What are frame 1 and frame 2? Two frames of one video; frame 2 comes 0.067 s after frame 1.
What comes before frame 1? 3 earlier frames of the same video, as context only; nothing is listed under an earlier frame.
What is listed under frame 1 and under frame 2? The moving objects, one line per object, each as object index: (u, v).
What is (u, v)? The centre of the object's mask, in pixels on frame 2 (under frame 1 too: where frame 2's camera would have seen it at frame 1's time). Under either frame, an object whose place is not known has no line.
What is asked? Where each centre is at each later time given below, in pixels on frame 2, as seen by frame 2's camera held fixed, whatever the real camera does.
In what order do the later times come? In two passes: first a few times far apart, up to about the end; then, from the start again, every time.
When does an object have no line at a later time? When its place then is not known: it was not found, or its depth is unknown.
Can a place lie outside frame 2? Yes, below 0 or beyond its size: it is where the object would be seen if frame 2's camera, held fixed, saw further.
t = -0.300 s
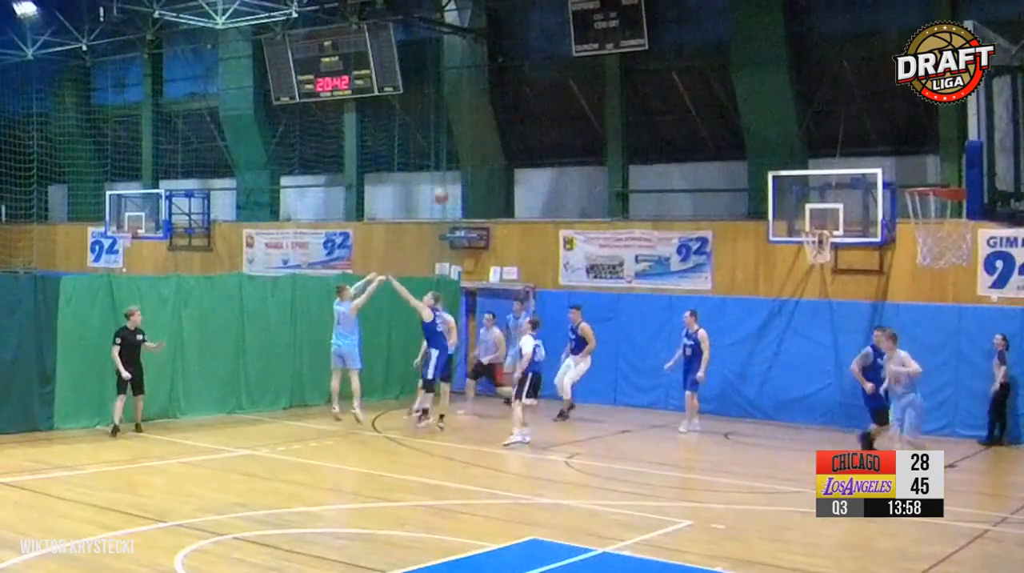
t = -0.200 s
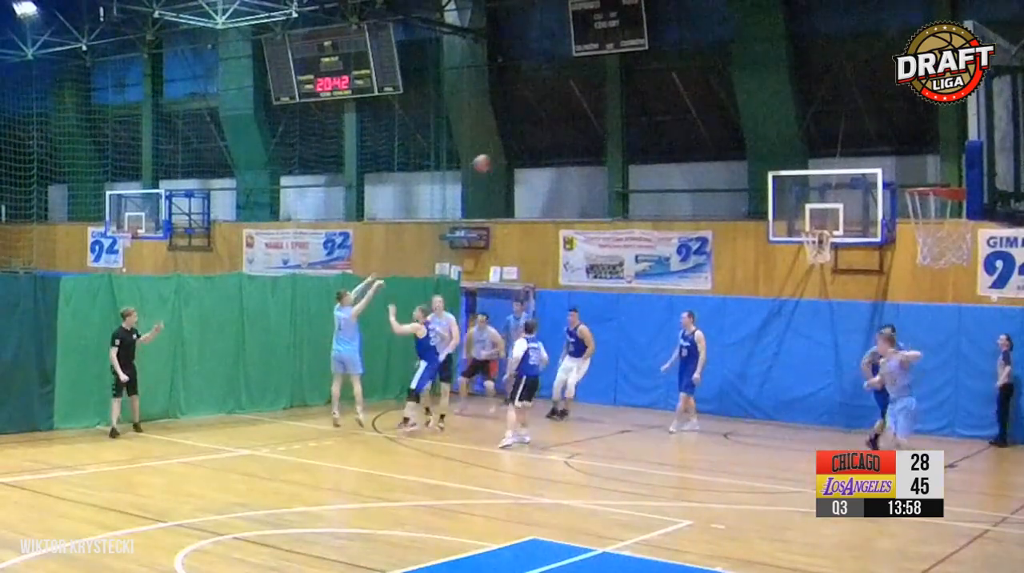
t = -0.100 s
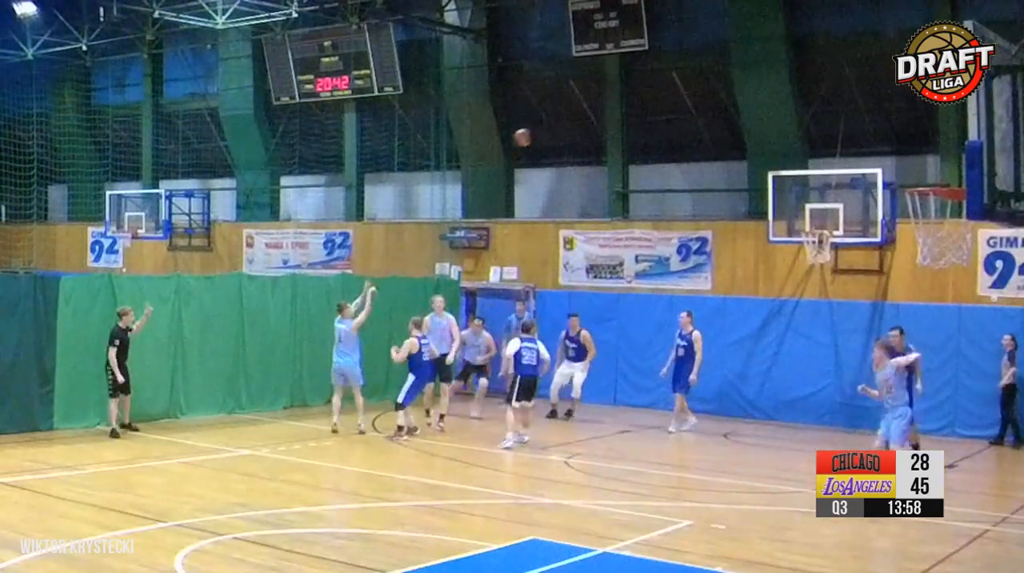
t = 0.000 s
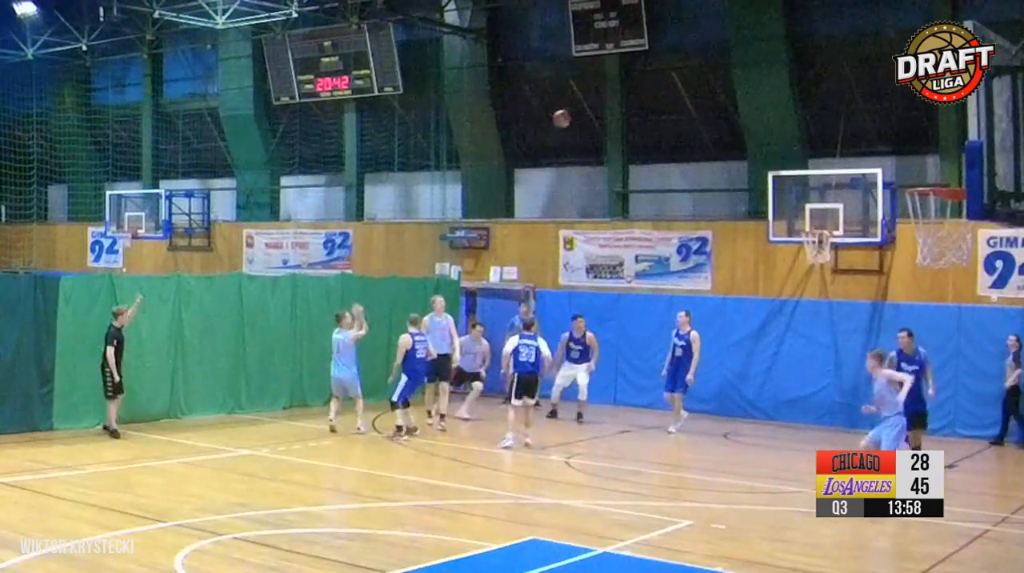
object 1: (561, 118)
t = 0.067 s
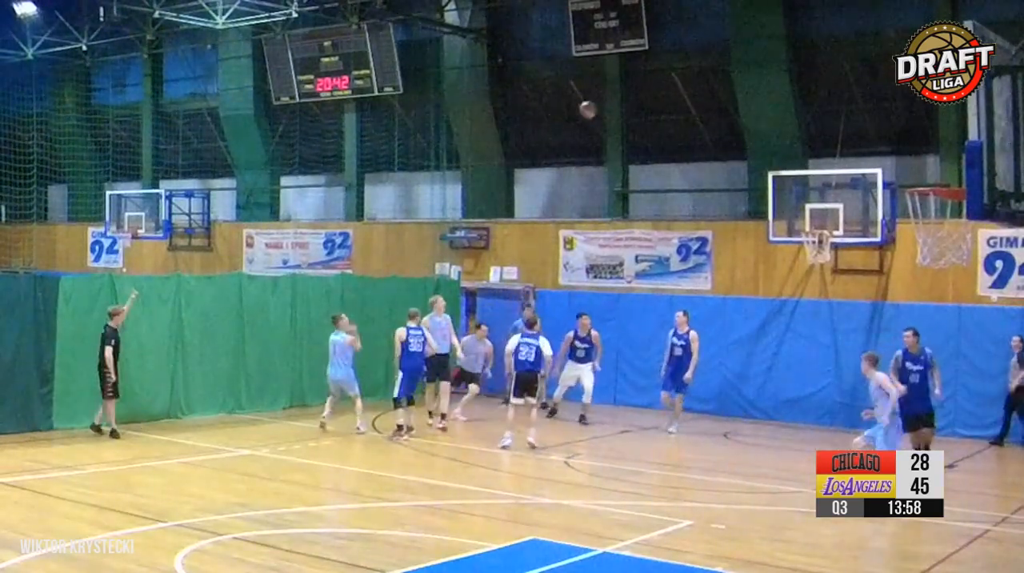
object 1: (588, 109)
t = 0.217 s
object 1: (645, 100)
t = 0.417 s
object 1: (719, 111)
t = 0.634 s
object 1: (795, 152)
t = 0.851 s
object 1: (854, 215)
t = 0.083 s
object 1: (594, 107)
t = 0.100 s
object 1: (600, 106)
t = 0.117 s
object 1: (606, 105)
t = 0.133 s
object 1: (612, 104)
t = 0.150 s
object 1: (619, 103)
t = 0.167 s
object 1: (626, 102)
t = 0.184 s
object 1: (632, 101)
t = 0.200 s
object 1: (639, 100)
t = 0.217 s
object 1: (645, 100)
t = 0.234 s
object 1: (652, 100)
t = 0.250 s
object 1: (657, 100)
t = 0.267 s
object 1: (664, 101)
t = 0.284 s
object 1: (670, 101)
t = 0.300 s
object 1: (676, 101)
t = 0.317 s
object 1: (682, 102)
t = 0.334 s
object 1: (688, 103)
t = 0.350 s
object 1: (694, 104)
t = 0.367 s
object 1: (701, 106)
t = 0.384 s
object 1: (707, 108)
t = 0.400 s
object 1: (713, 109)
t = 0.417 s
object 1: (719, 111)
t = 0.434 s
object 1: (725, 113)
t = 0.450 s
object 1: (731, 116)
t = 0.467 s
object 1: (737, 118)
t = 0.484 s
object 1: (743, 121)
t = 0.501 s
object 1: (748, 123)
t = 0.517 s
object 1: (754, 126)
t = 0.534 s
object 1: (760, 129)
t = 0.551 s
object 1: (766, 133)
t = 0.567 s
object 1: (772, 136)
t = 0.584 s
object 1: (777, 140)
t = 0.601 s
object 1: (783, 144)
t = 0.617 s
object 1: (789, 148)
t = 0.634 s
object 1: (795, 152)
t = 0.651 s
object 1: (800, 156)
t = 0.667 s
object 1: (805, 160)
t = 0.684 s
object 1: (812, 166)
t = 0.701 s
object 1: (816, 170)
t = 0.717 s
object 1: (824, 177)
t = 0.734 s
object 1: (829, 181)
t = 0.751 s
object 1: (834, 186)
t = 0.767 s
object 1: (839, 192)
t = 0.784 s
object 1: (844, 199)
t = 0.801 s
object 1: (849, 203)
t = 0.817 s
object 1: (851, 206)
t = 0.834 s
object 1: (852, 210)
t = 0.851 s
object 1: (854, 215)
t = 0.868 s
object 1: (855, 219)
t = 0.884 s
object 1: (856, 223)
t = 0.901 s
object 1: (858, 226)
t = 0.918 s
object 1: (860, 232)
